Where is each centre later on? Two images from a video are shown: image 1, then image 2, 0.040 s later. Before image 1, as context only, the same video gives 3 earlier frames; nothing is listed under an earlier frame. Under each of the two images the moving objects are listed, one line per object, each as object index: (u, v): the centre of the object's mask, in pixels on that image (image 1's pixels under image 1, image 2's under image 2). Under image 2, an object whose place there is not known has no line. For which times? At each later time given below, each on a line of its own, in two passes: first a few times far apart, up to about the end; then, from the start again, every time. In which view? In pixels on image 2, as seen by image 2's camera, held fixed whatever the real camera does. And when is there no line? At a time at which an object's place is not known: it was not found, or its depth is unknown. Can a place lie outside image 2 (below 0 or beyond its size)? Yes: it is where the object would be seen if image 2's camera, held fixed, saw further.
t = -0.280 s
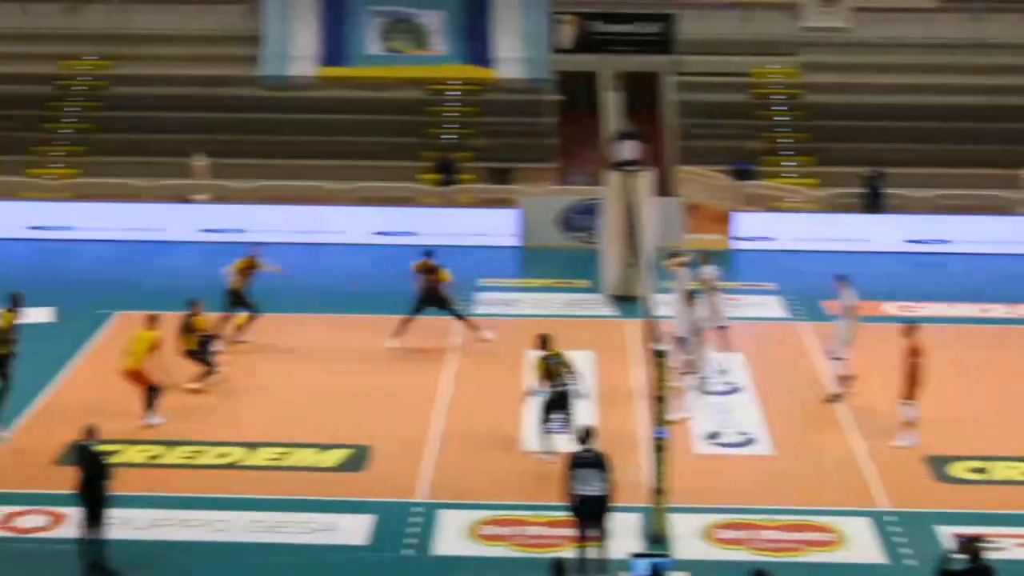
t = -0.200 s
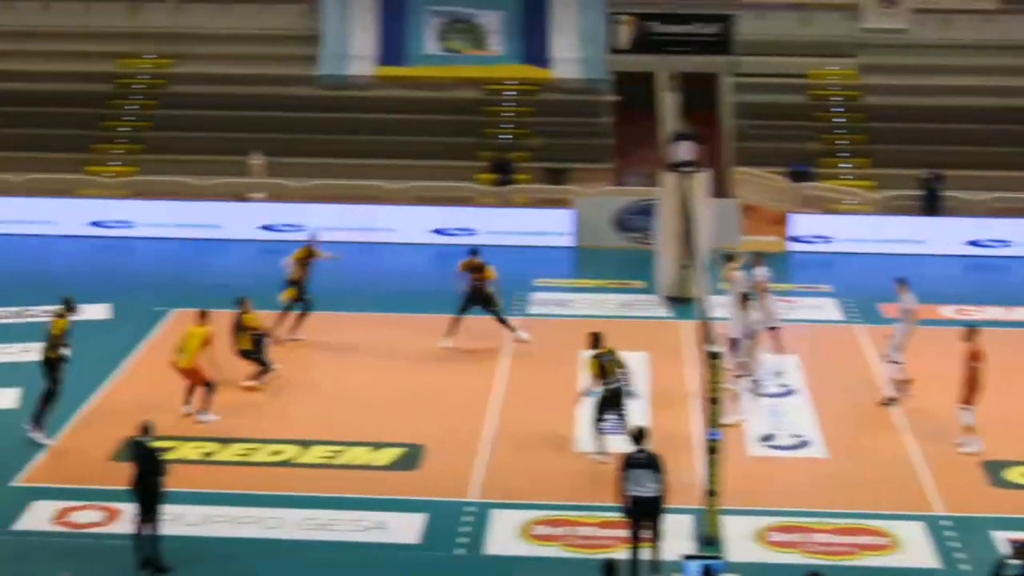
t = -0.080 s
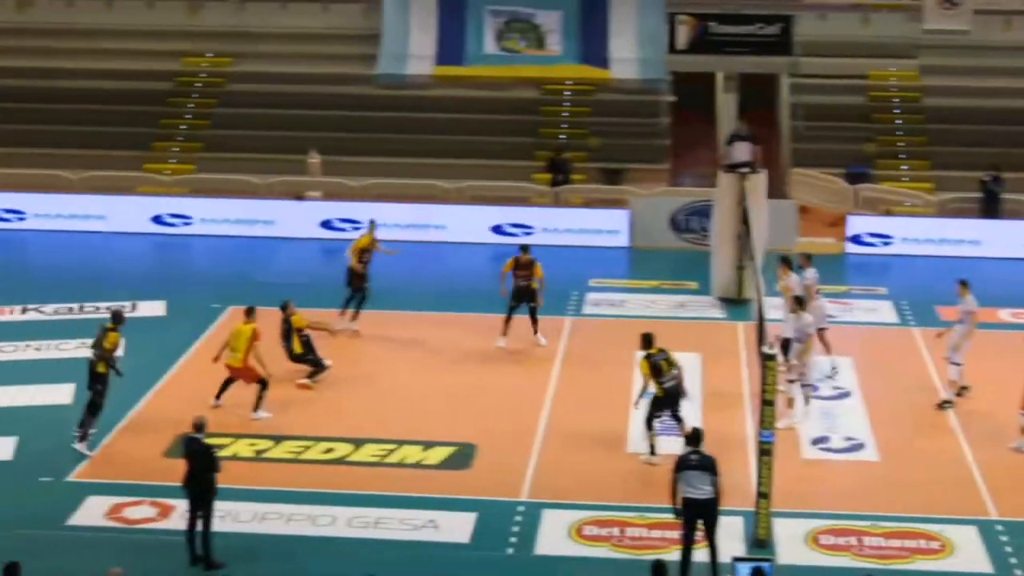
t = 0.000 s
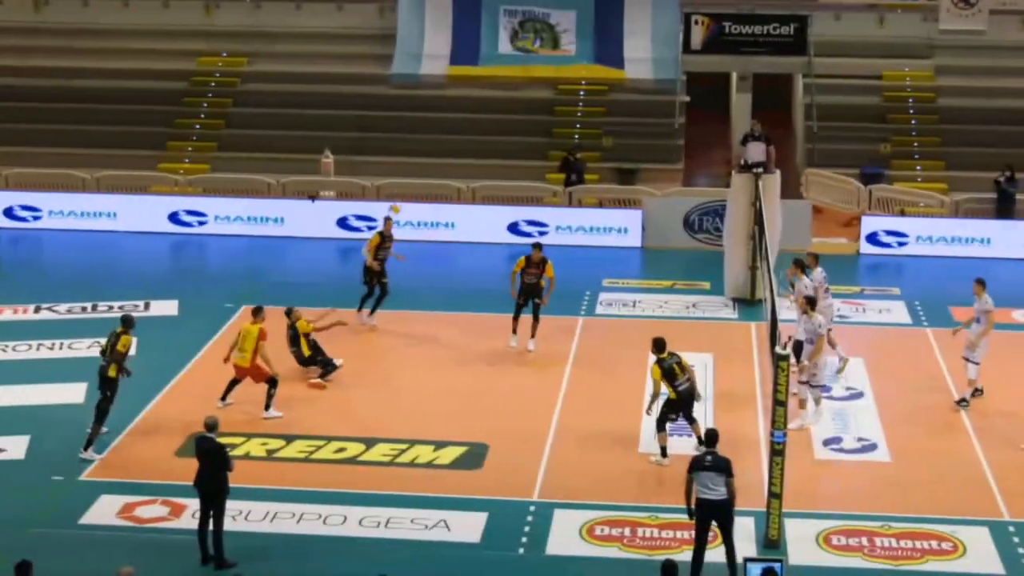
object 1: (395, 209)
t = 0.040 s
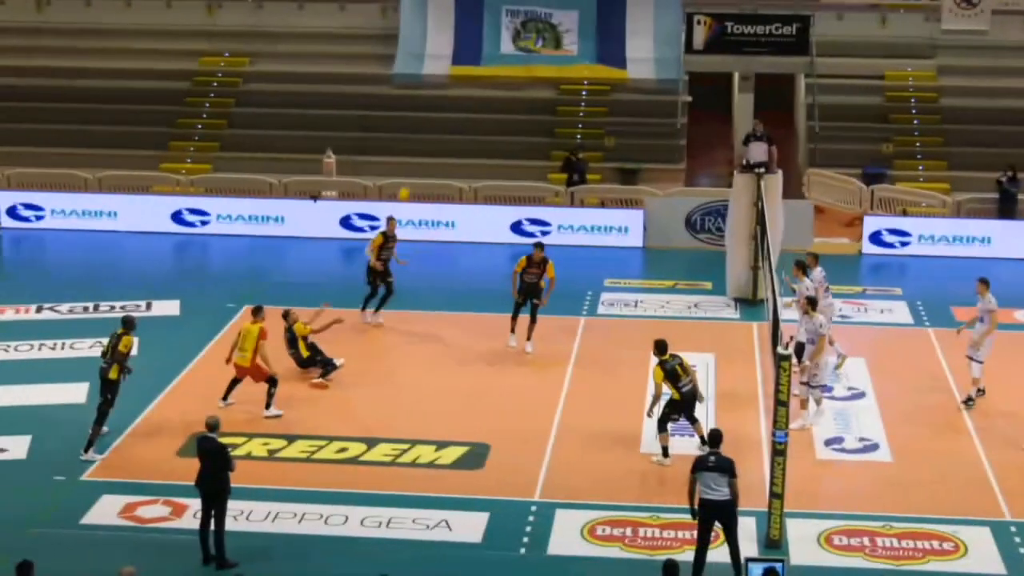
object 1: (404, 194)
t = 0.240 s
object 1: (441, 136)
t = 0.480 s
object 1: (483, 98)
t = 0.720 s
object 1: (522, 96)
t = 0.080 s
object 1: (413, 180)
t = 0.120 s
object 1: (418, 168)
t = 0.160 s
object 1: (427, 155)
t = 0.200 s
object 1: (434, 146)
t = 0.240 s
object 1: (441, 136)
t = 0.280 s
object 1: (448, 127)
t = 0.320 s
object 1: (455, 119)
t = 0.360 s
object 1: (462, 112)
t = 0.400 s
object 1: (469, 106)
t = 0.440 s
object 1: (476, 102)
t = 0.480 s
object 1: (483, 98)
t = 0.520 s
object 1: (489, 95)
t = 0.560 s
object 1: (496, 93)
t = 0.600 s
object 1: (502, 92)
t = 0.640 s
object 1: (510, 92)
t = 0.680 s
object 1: (516, 94)
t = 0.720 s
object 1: (522, 96)
